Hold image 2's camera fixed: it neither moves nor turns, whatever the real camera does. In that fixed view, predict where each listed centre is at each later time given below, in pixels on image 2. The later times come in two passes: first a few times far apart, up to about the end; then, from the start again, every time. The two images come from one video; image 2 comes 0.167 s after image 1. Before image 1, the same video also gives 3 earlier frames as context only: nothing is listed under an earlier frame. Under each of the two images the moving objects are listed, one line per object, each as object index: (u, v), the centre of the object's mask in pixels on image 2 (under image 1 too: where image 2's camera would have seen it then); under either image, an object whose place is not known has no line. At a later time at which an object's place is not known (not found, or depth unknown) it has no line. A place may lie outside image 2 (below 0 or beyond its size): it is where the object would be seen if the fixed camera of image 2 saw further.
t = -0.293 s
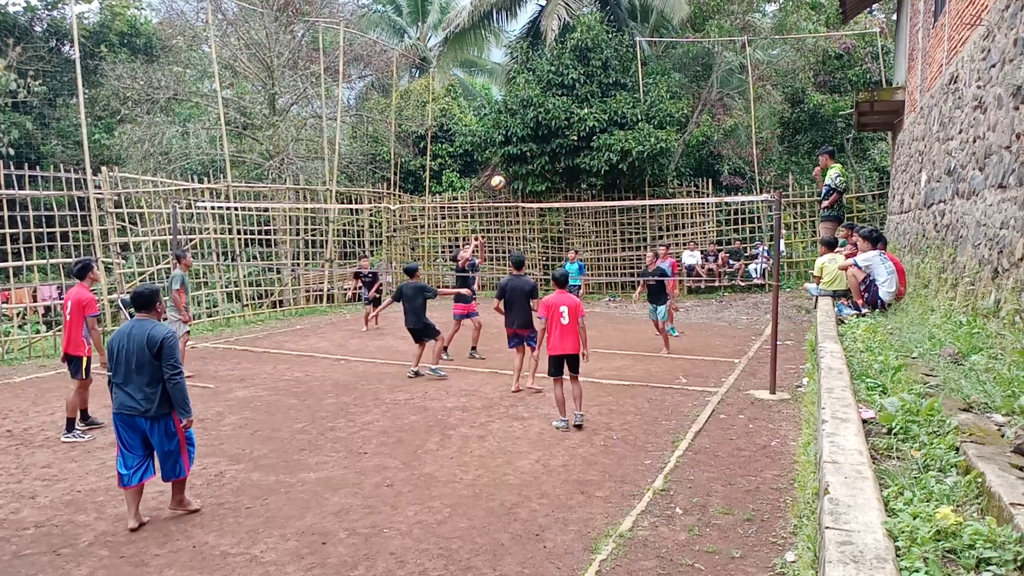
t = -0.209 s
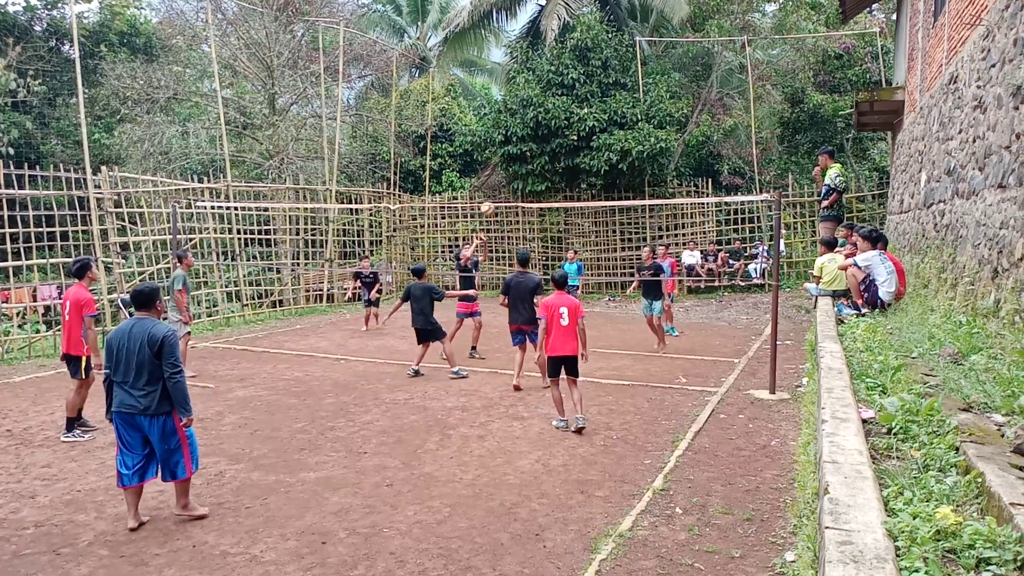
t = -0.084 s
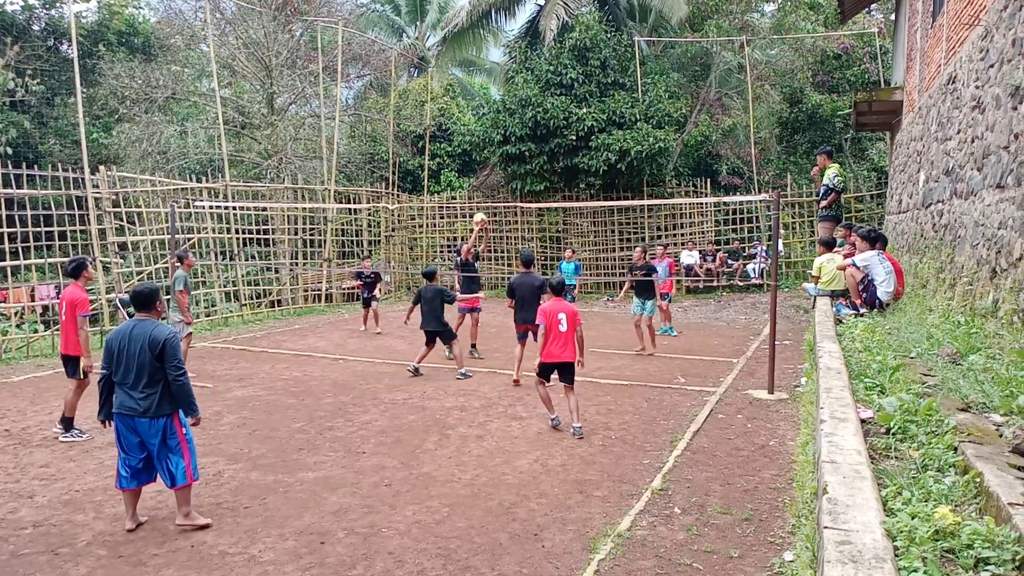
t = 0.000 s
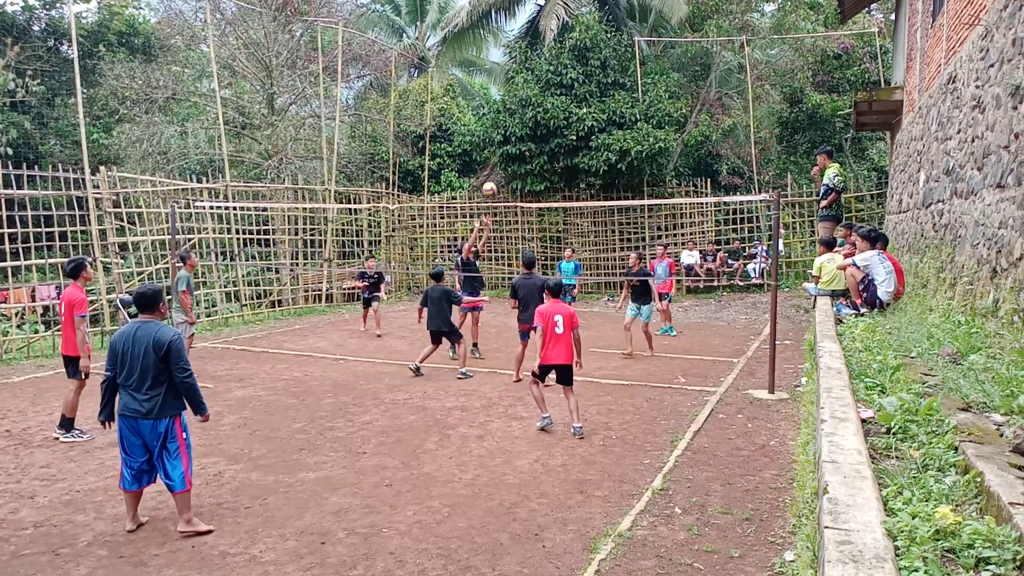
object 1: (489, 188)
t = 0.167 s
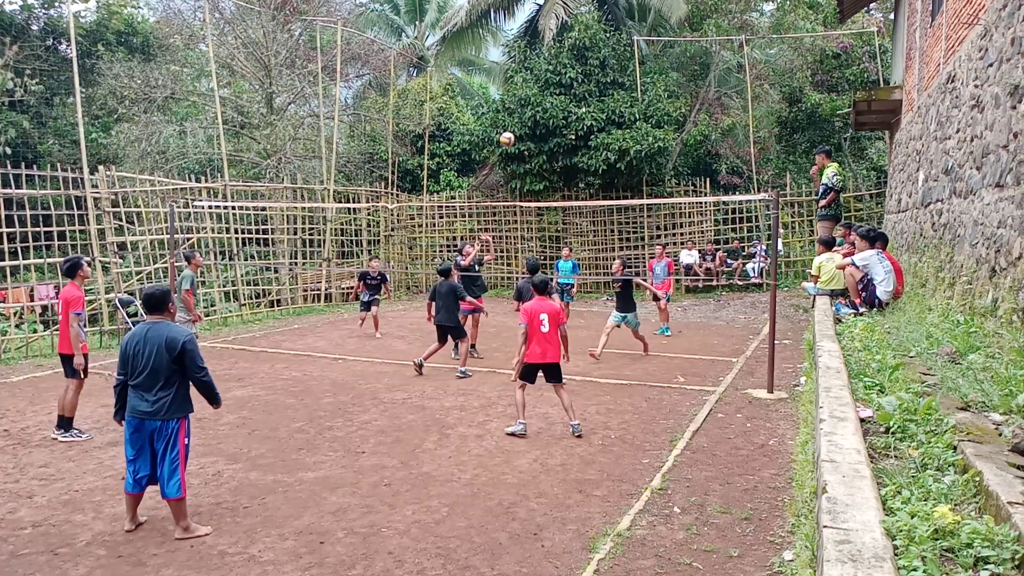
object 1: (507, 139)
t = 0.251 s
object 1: (516, 121)
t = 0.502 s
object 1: (543, 95)
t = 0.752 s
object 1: (571, 111)
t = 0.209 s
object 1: (512, 130)
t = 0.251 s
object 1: (516, 121)
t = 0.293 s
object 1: (521, 114)
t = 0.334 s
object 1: (525, 108)
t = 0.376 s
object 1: (530, 102)
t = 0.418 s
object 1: (535, 99)
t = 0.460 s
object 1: (539, 96)
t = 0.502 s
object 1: (543, 95)
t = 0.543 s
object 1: (548, 94)
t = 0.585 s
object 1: (553, 95)
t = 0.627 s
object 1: (557, 97)
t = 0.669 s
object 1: (562, 101)
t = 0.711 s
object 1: (566, 105)
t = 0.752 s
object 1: (571, 111)
